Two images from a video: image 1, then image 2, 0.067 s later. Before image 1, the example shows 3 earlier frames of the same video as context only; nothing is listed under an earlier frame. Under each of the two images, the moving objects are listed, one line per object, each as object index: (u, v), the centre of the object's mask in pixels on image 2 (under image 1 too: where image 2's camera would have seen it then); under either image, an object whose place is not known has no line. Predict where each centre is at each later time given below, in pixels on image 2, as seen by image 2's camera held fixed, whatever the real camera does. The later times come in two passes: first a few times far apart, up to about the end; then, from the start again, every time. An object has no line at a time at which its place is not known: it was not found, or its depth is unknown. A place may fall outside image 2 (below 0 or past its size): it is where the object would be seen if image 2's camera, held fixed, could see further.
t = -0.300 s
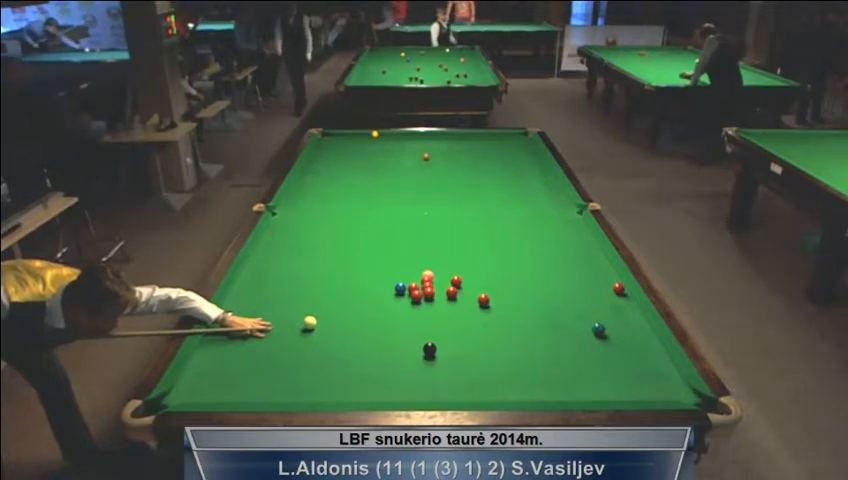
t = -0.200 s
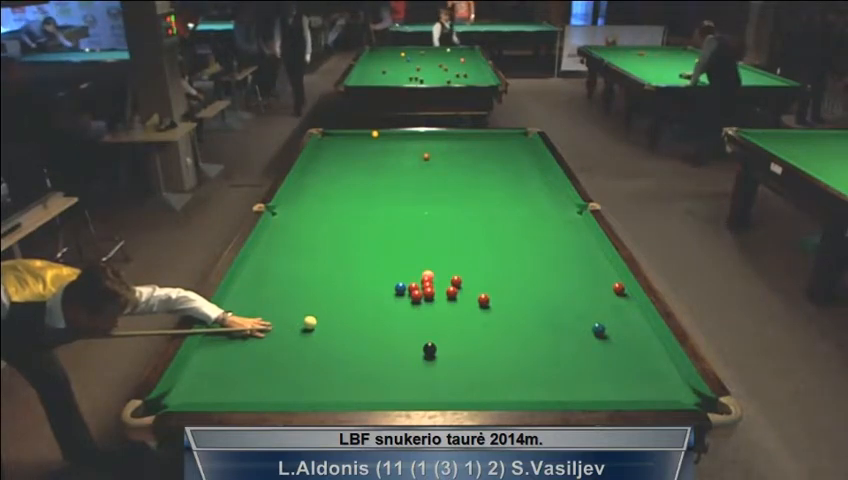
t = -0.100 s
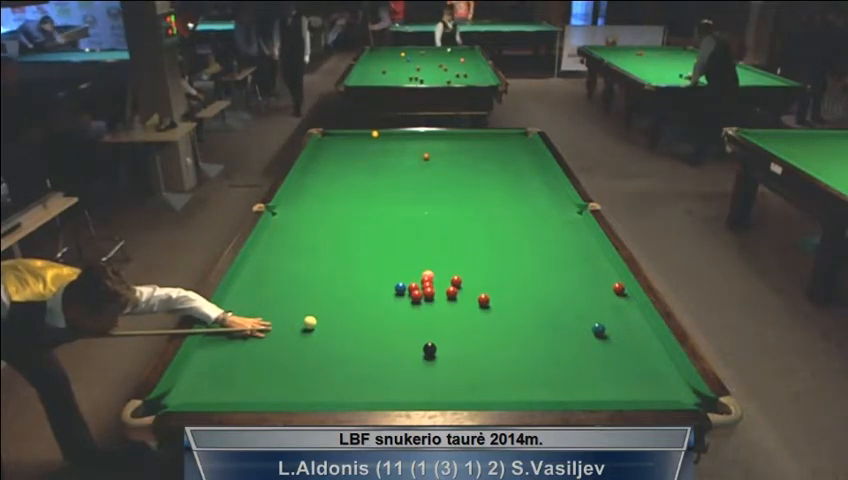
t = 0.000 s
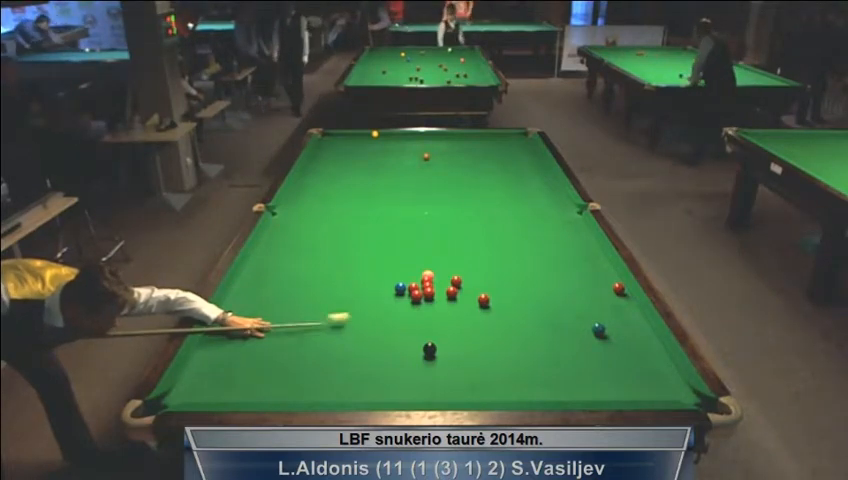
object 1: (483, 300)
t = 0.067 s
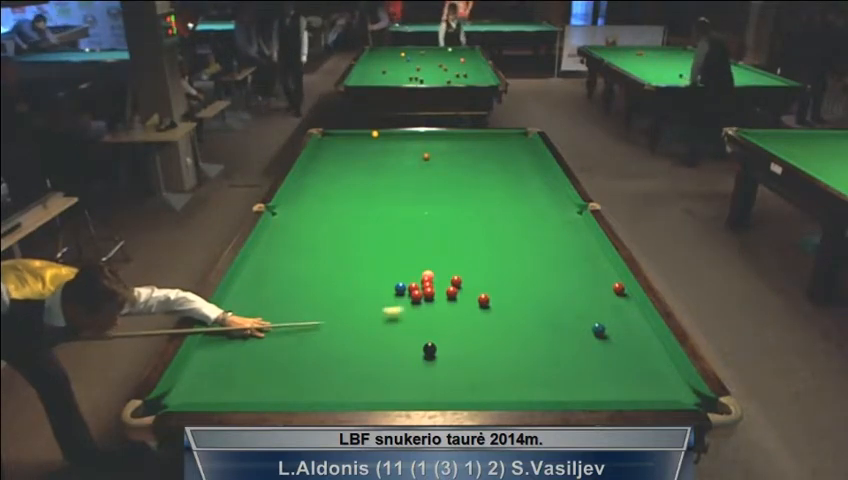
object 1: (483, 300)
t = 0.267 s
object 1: (521, 286)
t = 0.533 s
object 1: (601, 257)
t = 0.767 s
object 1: (543, 243)
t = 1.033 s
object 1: (490, 229)
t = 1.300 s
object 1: (443, 218)
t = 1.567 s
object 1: (402, 206)
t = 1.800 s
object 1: (369, 198)
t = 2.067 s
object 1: (335, 189)
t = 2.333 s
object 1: (306, 181)
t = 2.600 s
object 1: (313, 175)
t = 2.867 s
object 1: (333, 171)
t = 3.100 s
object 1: (349, 167)
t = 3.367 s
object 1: (365, 164)
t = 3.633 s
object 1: (381, 161)
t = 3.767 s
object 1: (388, 159)
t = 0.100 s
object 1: (483, 300)
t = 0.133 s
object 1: (483, 300)
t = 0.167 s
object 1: (483, 300)
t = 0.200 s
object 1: (493, 297)
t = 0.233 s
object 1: (508, 291)
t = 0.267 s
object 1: (521, 286)
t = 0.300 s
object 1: (534, 282)
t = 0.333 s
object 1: (546, 277)
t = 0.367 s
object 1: (557, 274)
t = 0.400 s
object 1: (567, 270)
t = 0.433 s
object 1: (577, 266)
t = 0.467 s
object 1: (586, 263)
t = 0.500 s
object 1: (595, 259)
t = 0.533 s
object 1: (601, 257)
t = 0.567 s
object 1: (592, 255)
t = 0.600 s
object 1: (583, 253)
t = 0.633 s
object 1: (573, 251)
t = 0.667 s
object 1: (565, 249)
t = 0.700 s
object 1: (557, 247)
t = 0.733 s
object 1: (550, 245)
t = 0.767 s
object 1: (543, 243)
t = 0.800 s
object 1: (536, 242)
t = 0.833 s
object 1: (529, 240)
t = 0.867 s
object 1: (522, 238)
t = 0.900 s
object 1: (515, 236)
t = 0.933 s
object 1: (509, 235)
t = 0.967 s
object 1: (502, 233)
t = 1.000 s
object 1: (496, 231)
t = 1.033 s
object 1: (490, 229)
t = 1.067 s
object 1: (484, 228)
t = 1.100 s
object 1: (478, 226)
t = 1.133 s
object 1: (472, 225)
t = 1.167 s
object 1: (466, 223)
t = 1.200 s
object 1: (460, 222)
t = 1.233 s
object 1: (455, 220)
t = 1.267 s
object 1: (449, 219)
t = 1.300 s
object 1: (443, 218)
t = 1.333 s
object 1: (438, 216)
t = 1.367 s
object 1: (433, 214)
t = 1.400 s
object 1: (427, 213)
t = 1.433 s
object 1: (422, 212)
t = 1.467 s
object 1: (417, 210)
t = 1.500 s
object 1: (412, 209)
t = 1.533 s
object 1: (407, 208)
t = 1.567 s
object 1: (402, 206)
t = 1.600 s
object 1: (397, 205)
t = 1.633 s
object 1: (392, 204)
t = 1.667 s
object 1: (388, 203)
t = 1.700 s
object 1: (383, 202)
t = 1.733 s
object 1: (378, 201)
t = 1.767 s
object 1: (374, 199)
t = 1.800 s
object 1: (369, 198)
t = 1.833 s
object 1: (364, 197)
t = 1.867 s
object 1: (360, 196)
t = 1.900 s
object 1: (356, 195)
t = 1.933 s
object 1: (352, 193)
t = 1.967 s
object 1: (348, 193)
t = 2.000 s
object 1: (344, 191)
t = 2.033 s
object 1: (340, 190)
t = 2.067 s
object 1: (335, 189)
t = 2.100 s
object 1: (331, 188)
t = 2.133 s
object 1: (328, 188)
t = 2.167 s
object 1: (324, 187)
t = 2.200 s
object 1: (320, 185)
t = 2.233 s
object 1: (316, 184)
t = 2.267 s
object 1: (313, 183)
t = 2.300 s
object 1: (310, 182)
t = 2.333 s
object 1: (306, 181)
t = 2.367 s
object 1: (302, 180)
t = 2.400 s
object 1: (299, 179)
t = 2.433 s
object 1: (299, 179)
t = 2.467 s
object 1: (302, 178)
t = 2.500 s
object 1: (305, 178)
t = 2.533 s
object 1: (307, 177)
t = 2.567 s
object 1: (310, 176)
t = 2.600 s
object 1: (313, 175)
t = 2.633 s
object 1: (315, 175)
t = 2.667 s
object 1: (318, 174)
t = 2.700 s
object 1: (321, 174)
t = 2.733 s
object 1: (323, 174)
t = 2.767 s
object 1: (325, 173)
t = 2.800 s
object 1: (328, 173)
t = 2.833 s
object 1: (330, 172)
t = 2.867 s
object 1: (333, 171)
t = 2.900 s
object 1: (335, 171)
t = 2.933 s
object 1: (338, 170)
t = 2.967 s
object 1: (340, 170)
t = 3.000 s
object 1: (342, 170)
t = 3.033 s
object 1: (345, 169)
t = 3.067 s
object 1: (347, 168)
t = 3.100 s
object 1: (349, 167)
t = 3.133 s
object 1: (351, 167)
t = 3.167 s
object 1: (353, 167)
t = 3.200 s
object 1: (355, 166)
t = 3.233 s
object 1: (358, 166)
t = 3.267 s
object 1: (360, 165)
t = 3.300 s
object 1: (362, 165)
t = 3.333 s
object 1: (364, 164)
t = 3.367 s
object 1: (365, 164)
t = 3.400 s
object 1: (368, 164)
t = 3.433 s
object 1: (370, 163)
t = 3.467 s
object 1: (372, 163)
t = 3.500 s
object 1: (374, 163)
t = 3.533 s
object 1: (375, 162)
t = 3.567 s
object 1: (377, 162)
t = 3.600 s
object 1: (379, 161)
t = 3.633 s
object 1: (381, 161)
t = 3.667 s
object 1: (383, 160)
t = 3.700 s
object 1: (383, 161)
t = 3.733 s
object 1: (385, 160)
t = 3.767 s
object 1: (388, 159)
